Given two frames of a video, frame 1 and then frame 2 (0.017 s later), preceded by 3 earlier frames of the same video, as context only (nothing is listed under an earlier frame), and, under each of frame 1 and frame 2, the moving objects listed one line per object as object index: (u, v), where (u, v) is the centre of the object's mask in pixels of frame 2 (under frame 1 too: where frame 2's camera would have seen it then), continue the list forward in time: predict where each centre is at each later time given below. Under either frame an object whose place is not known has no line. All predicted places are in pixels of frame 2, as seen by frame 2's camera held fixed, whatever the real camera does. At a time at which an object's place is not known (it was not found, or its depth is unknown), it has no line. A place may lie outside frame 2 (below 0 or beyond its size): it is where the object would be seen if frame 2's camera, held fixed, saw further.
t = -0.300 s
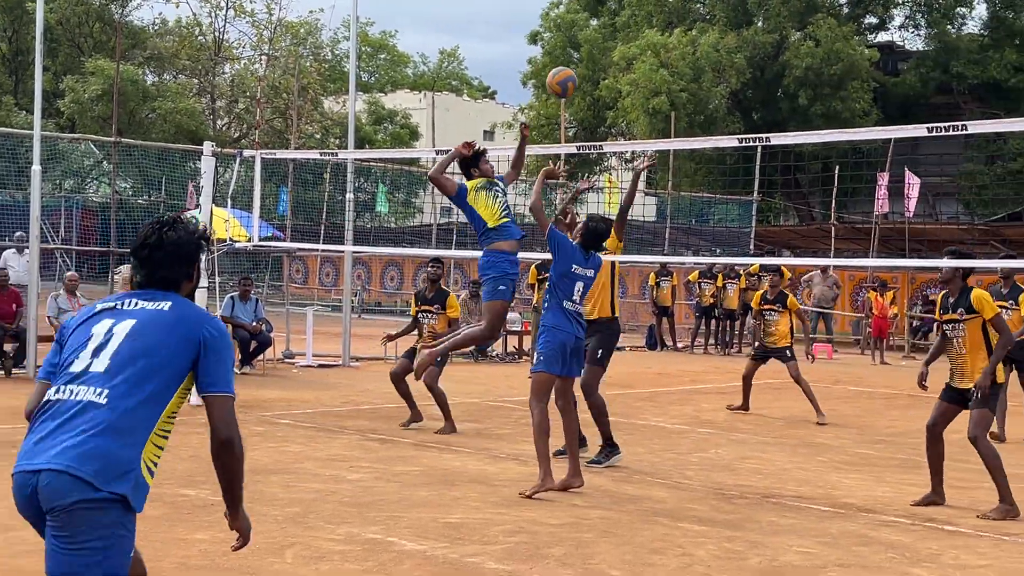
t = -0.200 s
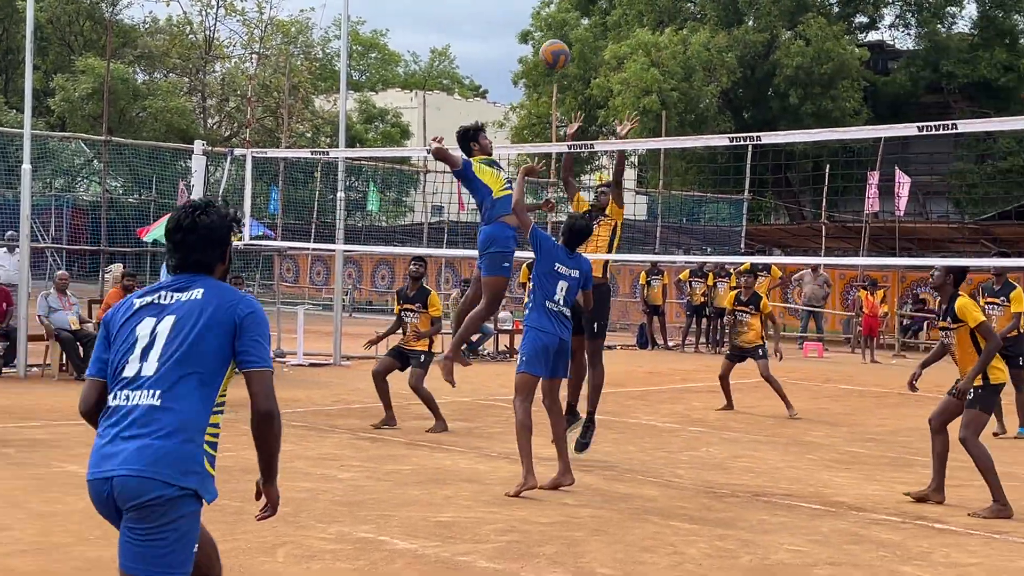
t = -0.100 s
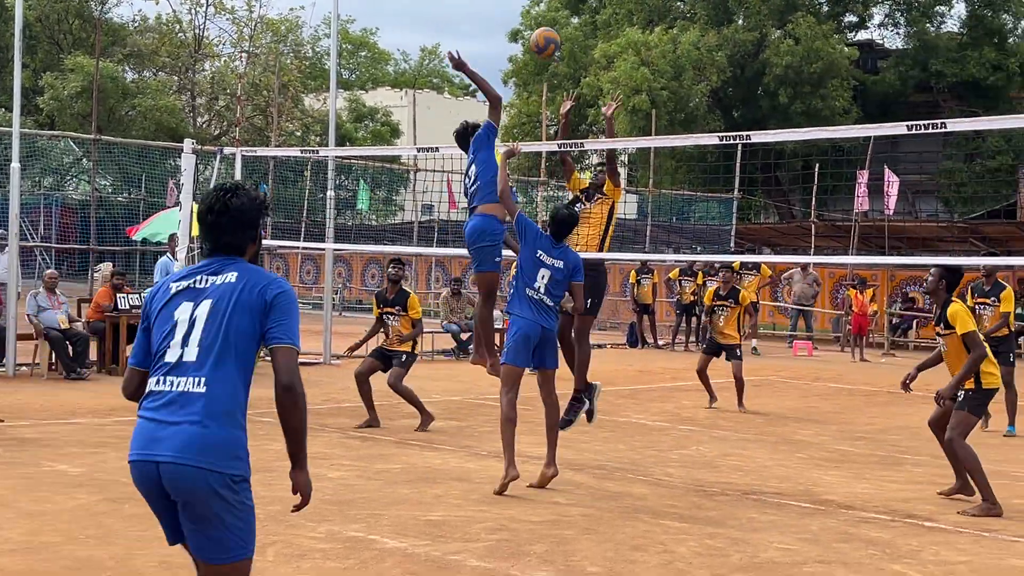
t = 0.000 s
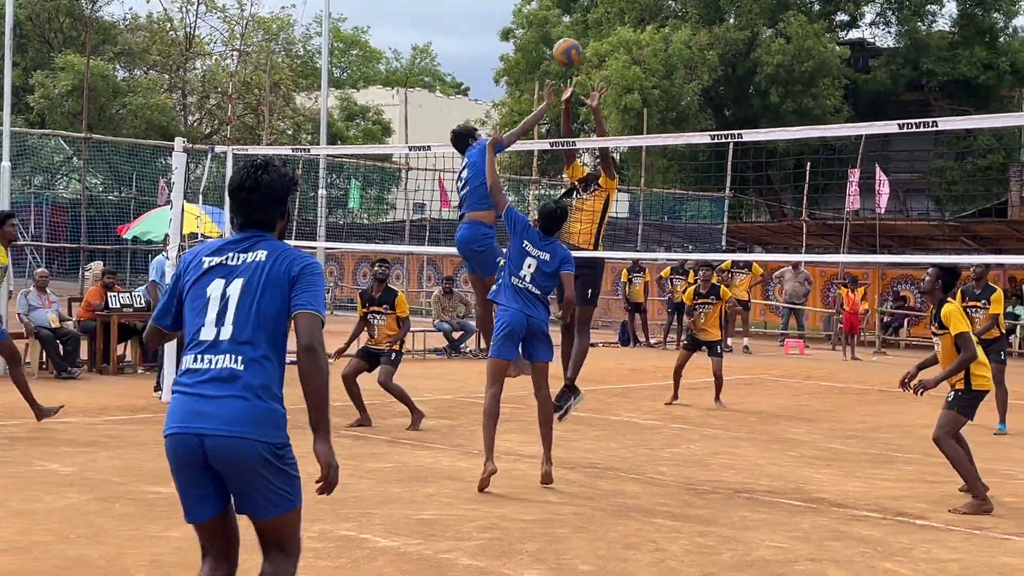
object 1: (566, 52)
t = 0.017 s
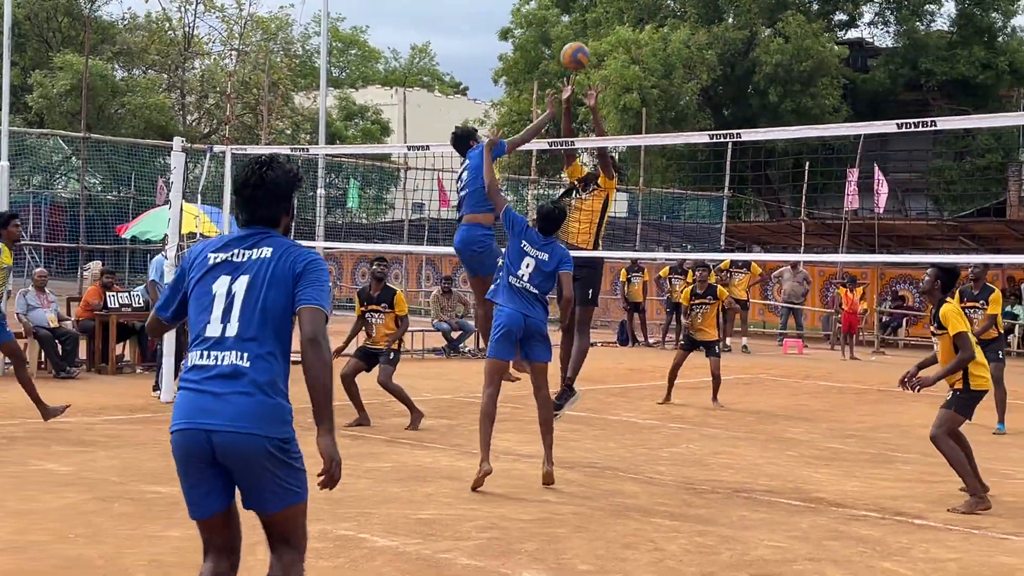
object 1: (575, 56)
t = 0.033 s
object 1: (584, 61)
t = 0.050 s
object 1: (593, 66)
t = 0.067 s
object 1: (601, 71)
